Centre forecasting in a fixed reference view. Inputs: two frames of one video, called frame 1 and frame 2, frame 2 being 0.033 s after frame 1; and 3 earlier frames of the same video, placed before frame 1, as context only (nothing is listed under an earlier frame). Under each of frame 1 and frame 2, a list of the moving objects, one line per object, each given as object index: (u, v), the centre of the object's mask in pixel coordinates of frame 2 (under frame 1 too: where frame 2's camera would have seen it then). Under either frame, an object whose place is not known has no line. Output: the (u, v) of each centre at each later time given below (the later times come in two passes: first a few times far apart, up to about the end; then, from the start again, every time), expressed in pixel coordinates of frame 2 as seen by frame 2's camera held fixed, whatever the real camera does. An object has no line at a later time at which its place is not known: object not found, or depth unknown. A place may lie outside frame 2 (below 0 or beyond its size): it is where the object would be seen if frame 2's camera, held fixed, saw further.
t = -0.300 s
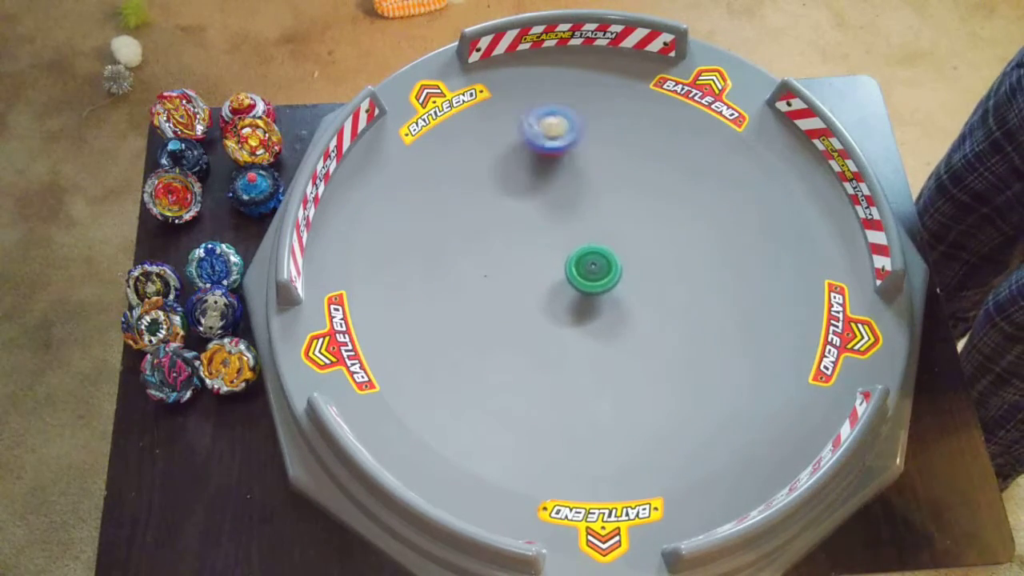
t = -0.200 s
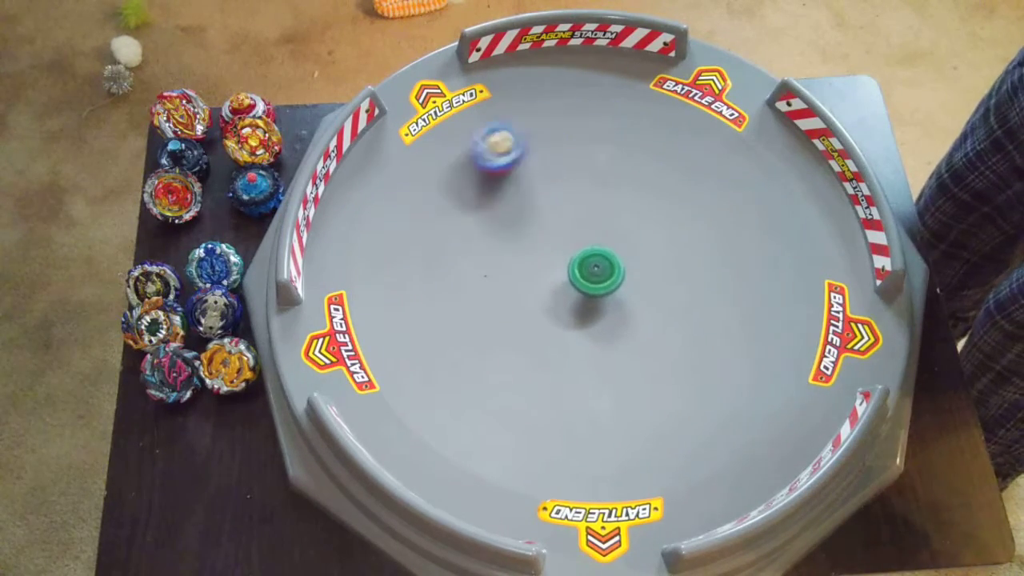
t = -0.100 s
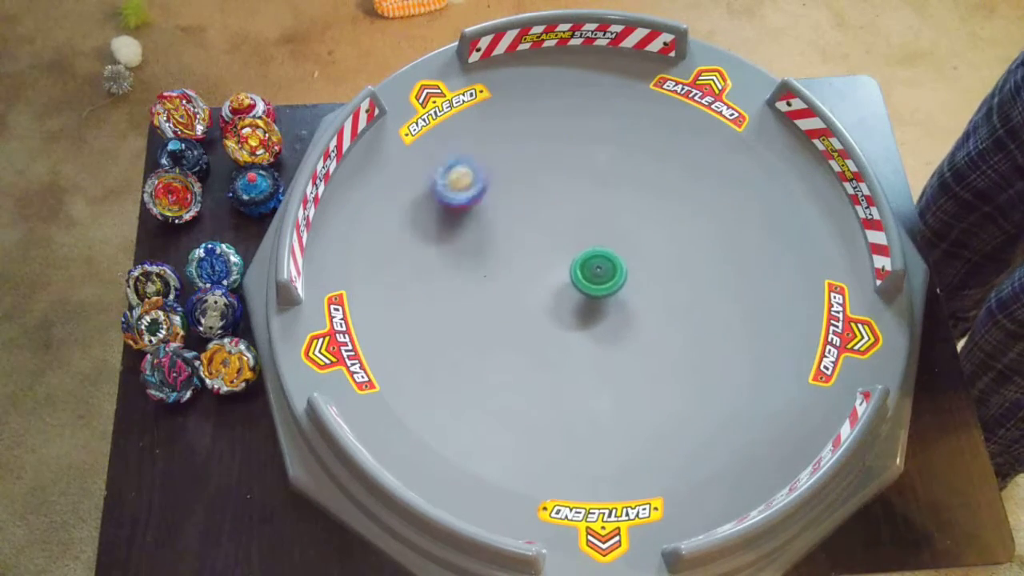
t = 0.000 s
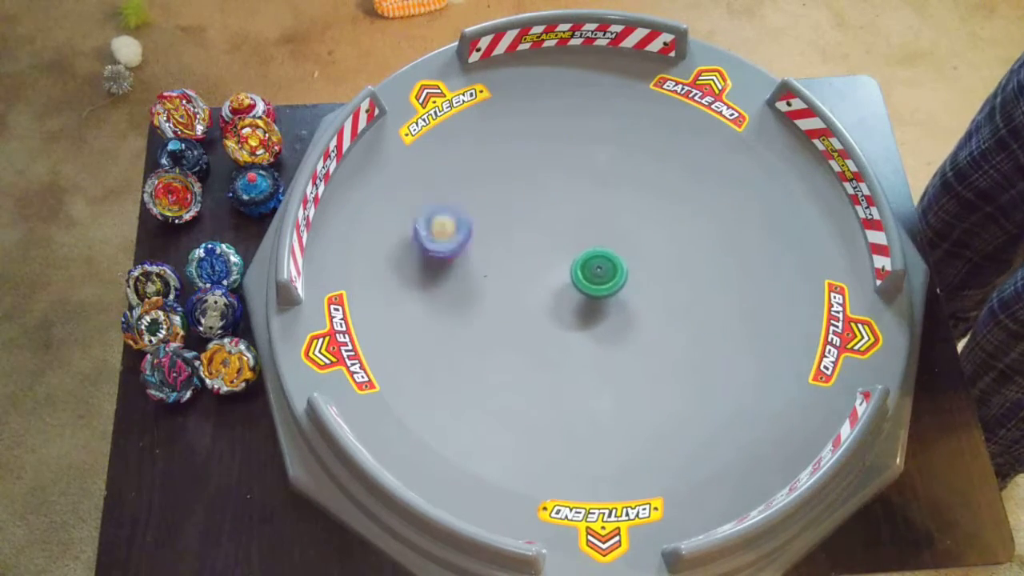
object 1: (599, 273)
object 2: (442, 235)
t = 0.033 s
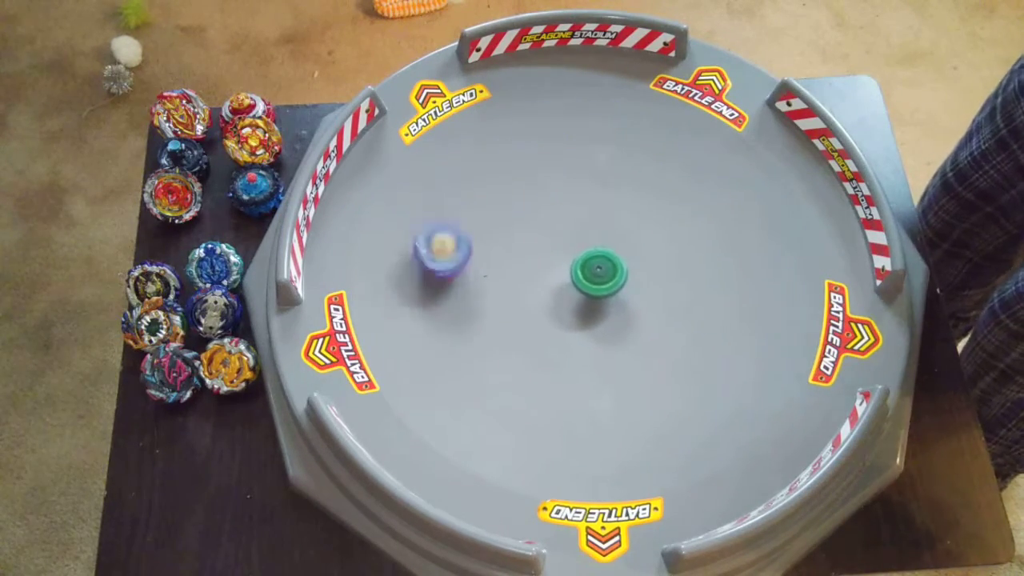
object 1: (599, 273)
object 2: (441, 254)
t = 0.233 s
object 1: (595, 273)
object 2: (506, 352)
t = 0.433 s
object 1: (592, 276)
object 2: (627, 382)
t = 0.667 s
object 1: (587, 280)
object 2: (730, 313)
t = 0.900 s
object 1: (582, 284)
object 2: (710, 206)
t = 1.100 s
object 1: (584, 283)
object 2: (629, 163)
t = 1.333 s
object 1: (585, 280)
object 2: (535, 181)
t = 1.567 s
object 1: (584, 273)
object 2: (494, 239)
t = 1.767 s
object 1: (582, 267)
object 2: (497, 292)
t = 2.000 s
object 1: (581, 260)
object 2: (531, 341)
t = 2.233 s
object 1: (581, 258)
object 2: (589, 365)
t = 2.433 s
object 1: (581, 259)
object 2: (642, 354)
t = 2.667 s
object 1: (584, 261)
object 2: (677, 308)
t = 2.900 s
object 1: (590, 265)
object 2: (670, 254)
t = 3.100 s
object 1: (595, 268)
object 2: (636, 218)
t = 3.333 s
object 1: (598, 272)
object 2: (578, 202)
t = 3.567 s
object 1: (598, 275)
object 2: (527, 222)
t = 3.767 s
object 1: (596, 276)
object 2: (506, 261)
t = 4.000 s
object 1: (591, 279)
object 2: (525, 311)
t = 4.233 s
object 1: (587, 281)
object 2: (578, 338)
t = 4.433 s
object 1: (583, 280)
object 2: (629, 335)
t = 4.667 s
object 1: (580, 278)
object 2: (670, 300)
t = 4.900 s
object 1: (578, 274)
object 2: (669, 249)
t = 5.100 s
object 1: (577, 270)
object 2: (637, 217)
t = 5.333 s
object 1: (578, 265)
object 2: (581, 209)
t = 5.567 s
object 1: (583, 272)
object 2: (528, 224)
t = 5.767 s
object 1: (588, 275)
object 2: (506, 257)
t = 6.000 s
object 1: (595, 277)
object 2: (533, 303)
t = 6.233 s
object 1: (606, 272)
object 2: (587, 324)
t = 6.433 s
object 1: (605, 263)
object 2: (622, 318)
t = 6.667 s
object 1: (594, 259)
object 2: (642, 297)
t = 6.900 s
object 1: (582, 258)
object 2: (641, 275)
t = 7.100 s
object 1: (567, 258)
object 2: (628, 261)
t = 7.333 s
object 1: (548, 264)
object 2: (612, 258)
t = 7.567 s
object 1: (537, 270)
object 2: (601, 275)
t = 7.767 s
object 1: (539, 272)
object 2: (610, 292)
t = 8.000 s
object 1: (552, 276)
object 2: (613, 286)
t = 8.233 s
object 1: (553, 272)
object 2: (629, 280)
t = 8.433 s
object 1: (557, 269)
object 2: (631, 274)
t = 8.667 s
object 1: (565, 268)
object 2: (626, 270)
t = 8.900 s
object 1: (567, 265)
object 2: (630, 271)
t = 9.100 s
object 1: (564, 259)
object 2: (636, 280)
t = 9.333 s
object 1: (571, 262)
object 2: (633, 293)
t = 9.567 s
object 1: (579, 257)
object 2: (628, 302)
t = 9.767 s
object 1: (580, 257)
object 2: (621, 309)
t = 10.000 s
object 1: (585, 252)
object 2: (603, 316)
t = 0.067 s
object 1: (598, 272)
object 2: (445, 270)
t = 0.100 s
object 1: (598, 272)
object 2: (452, 289)
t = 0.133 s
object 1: (597, 272)
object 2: (462, 306)
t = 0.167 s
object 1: (597, 272)
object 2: (474, 322)
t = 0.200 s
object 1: (596, 272)
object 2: (489, 338)
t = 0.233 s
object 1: (595, 273)
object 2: (506, 352)
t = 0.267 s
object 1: (595, 273)
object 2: (524, 362)
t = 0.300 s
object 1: (595, 273)
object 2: (543, 371)
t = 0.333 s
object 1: (594, 274)
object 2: (564, 378)
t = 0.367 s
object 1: (594, 275)
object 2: (584, 382)
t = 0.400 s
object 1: (593, 275)
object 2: (606, 384)
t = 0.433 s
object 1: (592, 276)
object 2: (627, 382)
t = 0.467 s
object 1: (592, 277)
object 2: (646, 380)
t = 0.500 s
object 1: (591, 277)
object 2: (666, 373)
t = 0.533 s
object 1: (590, 278)
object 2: (682, 366)
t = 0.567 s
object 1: (589, 278)
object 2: (698, 354)
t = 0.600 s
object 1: (589, 279)
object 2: (711, 341)
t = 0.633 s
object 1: (588, 280)
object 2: (721, 328)
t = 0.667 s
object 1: (587, 280)
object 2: (730, 313)
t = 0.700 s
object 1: (586, 281)
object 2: (734, 298)
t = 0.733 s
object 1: (585, 282)
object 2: (736, 284)
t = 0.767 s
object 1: (584, 282)
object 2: (736, 266)
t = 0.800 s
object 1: (583, 283)
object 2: (733, 248)
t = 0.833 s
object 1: (583, 283)
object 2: (727, 233)
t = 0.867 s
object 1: (583, 284)
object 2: (720, 219)
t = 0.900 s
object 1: (582, 284)
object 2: (710, 206)
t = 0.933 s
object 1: (582, 284)
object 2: (697, 193)
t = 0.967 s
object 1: (582, 284)
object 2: (685, 183)
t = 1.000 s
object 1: (582, 284)
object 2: (672, 177)
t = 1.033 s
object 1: (583, 284)
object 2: (658, 170)
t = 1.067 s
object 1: (583, 284)
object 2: (644, 166)
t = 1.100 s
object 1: (584, 283)
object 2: (629, 163)
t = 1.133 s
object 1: (584, 283)
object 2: (615, 162)
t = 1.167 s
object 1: (584, 283)
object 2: (599, 163)
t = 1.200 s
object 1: (584, 282)
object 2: (585, 164)
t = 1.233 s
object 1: (584, 282)
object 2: (571, 166)
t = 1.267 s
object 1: (585, 281)
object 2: (559, 169)
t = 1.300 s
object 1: (585, 281)
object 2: (546, 176)
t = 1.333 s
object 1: (585, 280)
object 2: (535, 181)
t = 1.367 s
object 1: (585, 279)
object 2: (525, 187)
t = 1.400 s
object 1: (585, 278)
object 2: (517, 195)
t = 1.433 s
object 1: (585, 277)
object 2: (510, 204)
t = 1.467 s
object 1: (584, 276)
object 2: (504, 212)
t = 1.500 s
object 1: (584, 275)
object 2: (500, 221)
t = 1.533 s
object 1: (584, 274)
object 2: (496, 230)
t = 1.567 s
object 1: (584, 273)
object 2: (494, 239)
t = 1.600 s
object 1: (583, 272)
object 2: (492, 248)
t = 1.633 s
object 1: (583, 272)
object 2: (492, 258)
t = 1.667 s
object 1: (583, 270)
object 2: (491, 267)
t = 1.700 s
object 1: (583, 269)
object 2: (493, 275)
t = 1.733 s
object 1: (582, 269)
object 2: (495, 284)
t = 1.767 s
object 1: (582, 267)
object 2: (497, 292)
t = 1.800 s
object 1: (582, 266)
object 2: (500, 301)
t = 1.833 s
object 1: (581, 265)
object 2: (503, 307)
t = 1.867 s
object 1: (582, 264)
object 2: (508, 314)
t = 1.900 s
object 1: (581, 263)
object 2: (513, 322)
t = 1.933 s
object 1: (581, 262)
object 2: (518, 328)
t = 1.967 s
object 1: (581, 261)
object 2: (524, 335)
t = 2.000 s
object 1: (581, 260)
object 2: (531, 341)
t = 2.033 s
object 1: (581, 260)
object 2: (538, 346)
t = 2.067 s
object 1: (581, 259)
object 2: (545, 351)
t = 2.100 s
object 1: (581, 259)
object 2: (553, 355)
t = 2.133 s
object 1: (581, 258)
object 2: (562, 359)
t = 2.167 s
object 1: (581, 258)
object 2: (571, 362)
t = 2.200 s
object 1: (581, 258)
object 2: (580, 364)
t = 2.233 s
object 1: (581, 258)
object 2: (589, 365)
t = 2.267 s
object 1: (581, 259)
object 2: (598, 365)
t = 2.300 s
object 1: (581, 259)
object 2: (608, 365)
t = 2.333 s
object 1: (581, 259)
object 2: (616, 364)
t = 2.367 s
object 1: (581, 259)
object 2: (626, 361)
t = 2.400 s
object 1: (581, 259)
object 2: (633, 358)
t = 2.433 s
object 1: (581, 259)
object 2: (642, 354)
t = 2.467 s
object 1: (582, 259)
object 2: (650, 349)
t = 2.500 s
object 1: (582, 259)
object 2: (656, 343)
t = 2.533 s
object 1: (582, 260)
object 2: (662, 337)
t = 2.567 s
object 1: (582, 260)
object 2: (667, 330)
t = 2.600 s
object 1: (583, 261)
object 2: (671, 323)
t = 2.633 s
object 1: (583, 261)
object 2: (675, 316)
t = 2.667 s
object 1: (584, 261)
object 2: (677, 308)
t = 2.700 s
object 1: (585, 262)
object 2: (679, 300)
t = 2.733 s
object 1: (585, 262)
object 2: (679, 292)
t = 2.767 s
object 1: (586, 263)
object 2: (679, 284)
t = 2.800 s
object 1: (587, 263)
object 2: (678, 276)
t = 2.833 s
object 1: (588, 264)
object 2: (676, 268)
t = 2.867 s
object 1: (589, 264)
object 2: (673, 262)
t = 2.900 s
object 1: (590, 265)
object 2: (670, 254)
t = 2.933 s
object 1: (590, 265)
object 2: (666, 247)
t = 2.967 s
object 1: (591, 266)
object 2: (661, 240)
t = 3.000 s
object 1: (592, 266)
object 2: (656, 234)
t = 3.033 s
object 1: (593, 267)
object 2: (650, 229)
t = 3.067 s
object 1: (594, 267)
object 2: (643, 223)
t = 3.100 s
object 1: (595, 268)
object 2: (636, 218)
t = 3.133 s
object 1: (596, 268)
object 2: (628, 214)
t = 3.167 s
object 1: (596, 269)
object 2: (621, 210)
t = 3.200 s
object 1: (597, 270)
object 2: (613, 206)
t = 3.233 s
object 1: (597, 270)
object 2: (604, 205)
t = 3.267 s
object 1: (598, 271)
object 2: (596, 203)
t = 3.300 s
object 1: (598, 272)
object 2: (586, 202)
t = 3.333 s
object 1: (598, 272)
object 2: (578, 202)
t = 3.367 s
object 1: (598, 273)
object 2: (570, 202)
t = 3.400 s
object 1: (598, 273)
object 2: (562, 204)
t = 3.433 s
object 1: (598, 274)
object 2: (554, 206)
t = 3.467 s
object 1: (598, 274)
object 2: (546, 209)
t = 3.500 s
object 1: (598, 274)
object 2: (539, 213)
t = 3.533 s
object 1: (598, 275)
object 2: (533, 217)
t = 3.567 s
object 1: (598, 275)
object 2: (527, 222)
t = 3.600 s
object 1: (598, 275)
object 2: (522, 228)
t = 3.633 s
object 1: (597, 275)
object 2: (517, 234)
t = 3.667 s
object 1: (597, 276)
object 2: (513, 240)
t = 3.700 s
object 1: (597, 276)
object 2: (510, 247)
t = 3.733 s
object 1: (596, 276)
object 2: (508, 253)
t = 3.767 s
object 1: (596, 276)
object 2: (506, 261)
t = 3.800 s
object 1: (595, 277)
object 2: (506, 269)
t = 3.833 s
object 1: (595, 277)
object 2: (507, 277)
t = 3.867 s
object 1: (594, 277)
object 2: (509, 284)
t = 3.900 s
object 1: (594, 278)
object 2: (511, 292)
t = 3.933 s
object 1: (593, 278)
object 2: (514, 299)
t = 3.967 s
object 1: (592, 278)
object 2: (519, 305)
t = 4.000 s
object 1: (591, 279)
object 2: (525, 311)
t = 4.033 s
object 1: (591, 279)
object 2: (531, 317)
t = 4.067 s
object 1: (590, 280)
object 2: (538, 323)
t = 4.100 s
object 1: (590, 280)
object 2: (546, 327)
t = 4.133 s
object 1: (589, 280)
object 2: (554, 331)
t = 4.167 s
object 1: (588, 281)
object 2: (561, 333)
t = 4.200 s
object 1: (588, 281)
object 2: (569, 336)
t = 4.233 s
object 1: (587, 281)
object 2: (578, 338)
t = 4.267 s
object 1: (586, 281)
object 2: (586, 338)
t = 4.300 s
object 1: (586, 281)
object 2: (595, 339)
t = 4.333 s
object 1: (585, 280)
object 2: (603, 339)
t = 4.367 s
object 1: (585, 280)
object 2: (612, 339)
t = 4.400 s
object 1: (584, 280)
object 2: (621, 337)
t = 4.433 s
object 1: (583, 280)
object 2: (629, 335)
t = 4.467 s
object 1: (583, 280)
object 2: (637, 332)
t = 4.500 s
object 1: (583, 280)
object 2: (645, 329)
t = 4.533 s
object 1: (582, 279)
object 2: (651, 324)
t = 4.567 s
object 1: (582, 279)
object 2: (657, 319)
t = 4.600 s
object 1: (581, 279)
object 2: (662, 313)
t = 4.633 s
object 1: (581, 278)
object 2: (666, 307)
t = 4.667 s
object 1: (580, 278)
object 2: (670, 300)
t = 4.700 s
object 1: (580, 277)
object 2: (672, 293)
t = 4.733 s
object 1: (579, 277)
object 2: (674, 286)
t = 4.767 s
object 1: (579, 276)
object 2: (675, 278)
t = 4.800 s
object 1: (579, 276)
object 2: (674, 272)
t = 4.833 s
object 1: (578, 275)
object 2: (674, 264)
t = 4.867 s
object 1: (578, 275)
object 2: (672, 257)
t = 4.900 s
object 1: (578, 274)
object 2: (669, 249)
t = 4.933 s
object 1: (578, 274)
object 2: (666, 242)
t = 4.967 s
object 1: (578, 273)
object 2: (661, 236)
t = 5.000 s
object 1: (577, 273)
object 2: (656, 231)
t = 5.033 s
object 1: (577, 272)
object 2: (650, 226)
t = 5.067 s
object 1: (577, 271)
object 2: (644, 221)
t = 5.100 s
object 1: (577, 270)
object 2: (637, 217)
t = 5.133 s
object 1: (577, 269)
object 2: (630, 213)
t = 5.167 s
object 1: (577, 268)
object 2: (623, 210)
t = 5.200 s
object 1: (578, 268)
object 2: (614, 207)
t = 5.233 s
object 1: (578, 267)
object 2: (606, 207)
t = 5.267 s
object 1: (578, 266)
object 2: (597, 206)
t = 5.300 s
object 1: (578, 266)
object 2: (589, 207)
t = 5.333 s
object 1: (578, 265)
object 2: (581, 209)
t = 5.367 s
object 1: (579, 265)
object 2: (572, 212)
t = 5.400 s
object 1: (579, 265)
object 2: (565, 213)
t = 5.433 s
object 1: (580, 266)
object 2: (558, 216)
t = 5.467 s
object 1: (581, 268)
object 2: (550, 217)
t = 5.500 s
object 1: (582, 270)
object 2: (542, 219)
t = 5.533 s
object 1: (583, 271)
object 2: (535, 220)
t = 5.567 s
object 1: (583, 272)
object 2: (528, 224)
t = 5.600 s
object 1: (584, 273)
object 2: (522, 229)
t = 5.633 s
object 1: (585, 273)
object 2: (517, 234)
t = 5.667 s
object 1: (586, 274)
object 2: (513, 239)
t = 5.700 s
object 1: (586, 274)
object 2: (509, 245)
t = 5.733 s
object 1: (588, 274)
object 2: (507, 252)
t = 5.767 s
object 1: (588, 275)
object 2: (506, 257)
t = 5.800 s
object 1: (589, 275)
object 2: (506, 265)
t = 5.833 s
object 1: (590, 276)
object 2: (508, 271)
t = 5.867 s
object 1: (591, 276)
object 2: (510, 278)
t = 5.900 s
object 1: (592, 276)
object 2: (514, 285)
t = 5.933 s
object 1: (593, 277)
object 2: (519, 292)
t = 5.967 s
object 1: (594, 277)
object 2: (526, 298)
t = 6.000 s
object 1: (595, 277)
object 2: (533, 303)
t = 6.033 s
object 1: (596, 277)
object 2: (542, 306)
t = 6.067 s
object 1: (597, 277)
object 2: (551, 310)
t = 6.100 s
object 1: (600, 276)
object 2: (557, 313)
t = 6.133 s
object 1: (602, 275)
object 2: (564, 316)
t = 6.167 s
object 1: (604, 274)
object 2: (572, 321)
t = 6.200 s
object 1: (605, 274)
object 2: (580, 323)
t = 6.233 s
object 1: (606, 272)
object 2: (587, 324)
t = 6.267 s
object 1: (607, 270)
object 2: (594, 325)
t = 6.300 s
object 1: (608, 268)
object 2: (601, 326)
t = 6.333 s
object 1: (607, 267)
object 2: (607, 325)
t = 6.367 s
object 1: (607, 266)
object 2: (613, 323)
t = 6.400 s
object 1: (606, 264)
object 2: (618, 321)
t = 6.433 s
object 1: (605, 263)
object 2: (622, 318)
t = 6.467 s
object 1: (603, 262)
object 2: (626, 313)
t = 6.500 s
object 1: (601, 261)
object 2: (630, 312)
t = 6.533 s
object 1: (599, 260)
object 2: (633, 309)
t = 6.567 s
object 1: (598, 260)
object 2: (636, 306)
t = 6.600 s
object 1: (596, 260)
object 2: (638, 304)
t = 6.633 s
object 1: (595, 260)
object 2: (639, 300)
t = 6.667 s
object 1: (594, 259)
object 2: (642, 297)
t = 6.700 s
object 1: (592, 259)
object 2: (643, 294)
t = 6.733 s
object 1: (591, 259)
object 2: (644, 291)
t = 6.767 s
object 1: (589, 259)
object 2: (644, 287)
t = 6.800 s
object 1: (587, 259)
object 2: (644, 283)
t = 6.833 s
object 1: (586, 259)
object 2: (643, 281)
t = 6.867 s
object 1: (584, 259)
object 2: (643, 278)
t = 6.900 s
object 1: (582, 258)
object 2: (641, 275)
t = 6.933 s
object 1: (580, 258)
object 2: (640, 272)
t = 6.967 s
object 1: (577, 258)
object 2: (638, 269)
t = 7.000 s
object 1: (575, 258)
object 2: (636, 266)
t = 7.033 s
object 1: (572, 258)
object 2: (633, 264)
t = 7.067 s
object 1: (569, 258)
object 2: (631, 263)
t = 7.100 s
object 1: (567, 258)
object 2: (628, 261)
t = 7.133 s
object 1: (564, 259)
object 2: (625, 259)
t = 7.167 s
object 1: (561, 260)
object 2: (622, 258)
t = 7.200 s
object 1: (558, 260)
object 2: (620, 257)
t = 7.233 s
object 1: (556, 261)
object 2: (619, 257)
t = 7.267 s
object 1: (554, 262)
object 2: (616, 256)
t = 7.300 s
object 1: (552, 263)
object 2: (612, 257)
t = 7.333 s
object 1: (548, 264)
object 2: (612, 258)
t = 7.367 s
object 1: (545, 265)
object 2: (611, 259)
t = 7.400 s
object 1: (543, 266)
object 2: (609, 260)
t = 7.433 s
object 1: (541, 267)
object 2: (607, 262)
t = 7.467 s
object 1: (540, 268)
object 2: (605, 263)
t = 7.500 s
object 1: (538, 269)
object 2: (603, 267)
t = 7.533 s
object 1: (538, 269)
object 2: (601, 270)
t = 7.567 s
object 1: (537, 270)
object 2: (601, 275)
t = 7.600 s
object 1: (537, 270)
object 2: (600, 278)
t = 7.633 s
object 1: (537, 270)
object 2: (600, 282)
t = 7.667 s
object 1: (537, 271)
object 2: (602, 285)
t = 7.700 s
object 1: (538, 271)
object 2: (604, 289)
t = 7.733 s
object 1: (538, 271)
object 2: (607, 291)
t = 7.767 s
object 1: (539, 272)
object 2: (610, 292)
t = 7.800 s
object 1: (539, 272)
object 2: (611, 293)
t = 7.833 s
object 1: (540, 273)
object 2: (613, 293)
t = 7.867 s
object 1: (542, 273)
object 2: (614, 292)
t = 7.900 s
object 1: (544, 274)
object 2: (614, 291)
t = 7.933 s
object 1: (546, 275)
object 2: (615, 290)
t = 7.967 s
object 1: (549, 276)
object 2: (614, 288)
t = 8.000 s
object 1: (552, 276)
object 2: (613, 286)
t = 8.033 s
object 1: (548, 275)
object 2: (618, 285)
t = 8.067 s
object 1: (546, 273)
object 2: (622, 285)
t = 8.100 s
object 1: (545, 273)
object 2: (626, 284)
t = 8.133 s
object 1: (546, 272)
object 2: (628, 284)
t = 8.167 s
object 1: (548, 271)
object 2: (629, 282)
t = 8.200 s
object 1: (550, 271)
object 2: (630, 281)
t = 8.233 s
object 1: (553, 272)
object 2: (629, 280)
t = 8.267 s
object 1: (556, 272)
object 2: (628, 279)
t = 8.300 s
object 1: (559, 273)
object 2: (626, 279)
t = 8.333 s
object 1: (562, 273)
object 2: (624, 277)
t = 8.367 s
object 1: (562, 273)
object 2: (624, 276)
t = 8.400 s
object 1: (558, 270)
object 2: (628, 274)
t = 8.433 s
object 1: (557, 269)
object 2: (631, 274)
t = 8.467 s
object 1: (557, 269)
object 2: (632, 272)
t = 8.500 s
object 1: (558, 268)
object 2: (633, 272)
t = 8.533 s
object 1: (559, 268)
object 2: (633, 271)
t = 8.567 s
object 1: (560, 268)
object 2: (632, 271)
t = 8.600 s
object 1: (562, 268)
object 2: (630, 270)
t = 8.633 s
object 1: (564, 268)
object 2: (628, 270)
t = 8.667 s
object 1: (565, 268)
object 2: (626, 270)
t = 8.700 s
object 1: (563, 266)
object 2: (627, 270)
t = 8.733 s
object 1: (562, 266)
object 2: (630, 270)
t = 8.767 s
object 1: (563, 265)
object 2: (631, 270)
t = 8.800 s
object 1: (563, 265)
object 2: (631, 270)
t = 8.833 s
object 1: (565, 265)
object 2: (631, 270)
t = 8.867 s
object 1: (566, 265)
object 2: (631, 270)
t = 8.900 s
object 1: (567, 265)
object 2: (630, 271)
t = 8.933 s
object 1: (568, 264)
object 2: (629, 272)
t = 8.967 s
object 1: (566, 263)
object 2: (631, 273)
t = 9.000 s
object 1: (564, 261)
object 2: (633, 273)
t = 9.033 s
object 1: (563, 260)
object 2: (634, 275)
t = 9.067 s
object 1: (563, 259)
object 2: (635, 276)
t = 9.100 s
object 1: (564, 259)
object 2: (636, 280)
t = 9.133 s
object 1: (565, 260)
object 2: (636, 282)
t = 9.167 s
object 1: (565, 260)
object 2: (636, 285)
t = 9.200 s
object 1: (566, 261)
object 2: (636, 285)
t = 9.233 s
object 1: (567, 261)
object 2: (636, 288)
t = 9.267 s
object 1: (568, 261)
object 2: (635, 289)
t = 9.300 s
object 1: (570, 262)
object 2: (634, 291)
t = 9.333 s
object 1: (571, 262)
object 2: (633, 293)
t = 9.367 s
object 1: (572, 263)
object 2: (632, 294)
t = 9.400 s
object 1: (574, 263)
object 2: (630, 295)
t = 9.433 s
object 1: (576, 263)
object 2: (629, 296)
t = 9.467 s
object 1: (577, 263)
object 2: (626, 297)
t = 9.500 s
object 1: (578, 262)
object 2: (626, 297)
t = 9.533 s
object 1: (578, 258)
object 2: (627, 300)
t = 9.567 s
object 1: (579, 257)
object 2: (628, 302)
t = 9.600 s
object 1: (579, 257)
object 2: (628, 305)
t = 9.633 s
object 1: (579, 257)
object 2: (627, 306)
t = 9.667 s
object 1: (580, 256)
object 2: (626, 308)
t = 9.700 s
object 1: (580, 257)
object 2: (625, 308)
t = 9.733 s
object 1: (580, 257)
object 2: (623, 310)
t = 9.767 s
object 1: (580, 257)
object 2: (621, 309)
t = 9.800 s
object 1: (581, 257)
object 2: (619, 310)
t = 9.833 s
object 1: (581, 257)
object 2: (617, 310)
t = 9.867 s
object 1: (582, 257)
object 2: (614, 310)
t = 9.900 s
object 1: (582, 258)
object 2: (611, 310)
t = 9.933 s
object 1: (583, 258)
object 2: (608, 309)
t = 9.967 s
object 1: (584, 258)
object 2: (605, 310)
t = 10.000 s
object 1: (585, 252)
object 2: (603, 316)
